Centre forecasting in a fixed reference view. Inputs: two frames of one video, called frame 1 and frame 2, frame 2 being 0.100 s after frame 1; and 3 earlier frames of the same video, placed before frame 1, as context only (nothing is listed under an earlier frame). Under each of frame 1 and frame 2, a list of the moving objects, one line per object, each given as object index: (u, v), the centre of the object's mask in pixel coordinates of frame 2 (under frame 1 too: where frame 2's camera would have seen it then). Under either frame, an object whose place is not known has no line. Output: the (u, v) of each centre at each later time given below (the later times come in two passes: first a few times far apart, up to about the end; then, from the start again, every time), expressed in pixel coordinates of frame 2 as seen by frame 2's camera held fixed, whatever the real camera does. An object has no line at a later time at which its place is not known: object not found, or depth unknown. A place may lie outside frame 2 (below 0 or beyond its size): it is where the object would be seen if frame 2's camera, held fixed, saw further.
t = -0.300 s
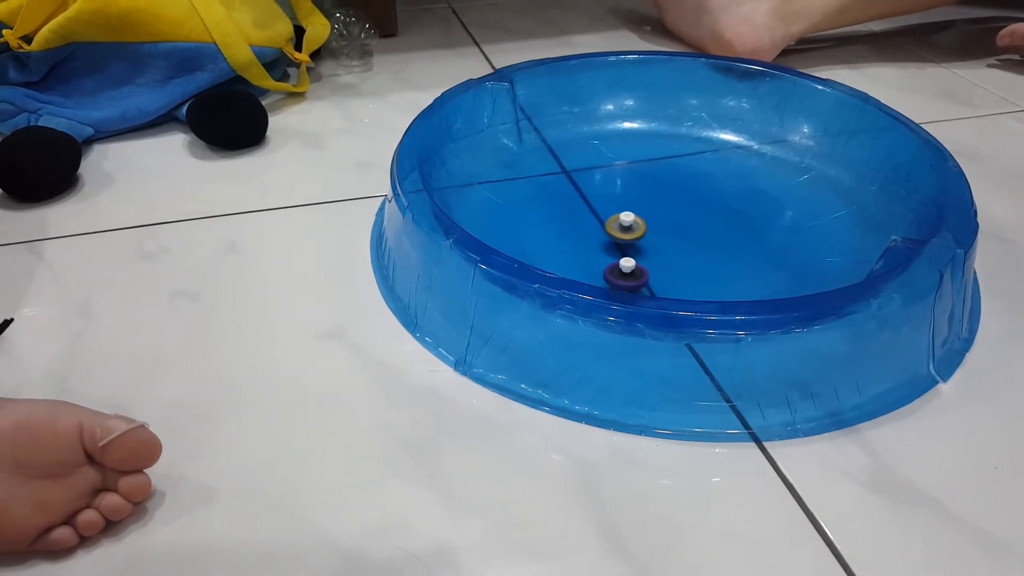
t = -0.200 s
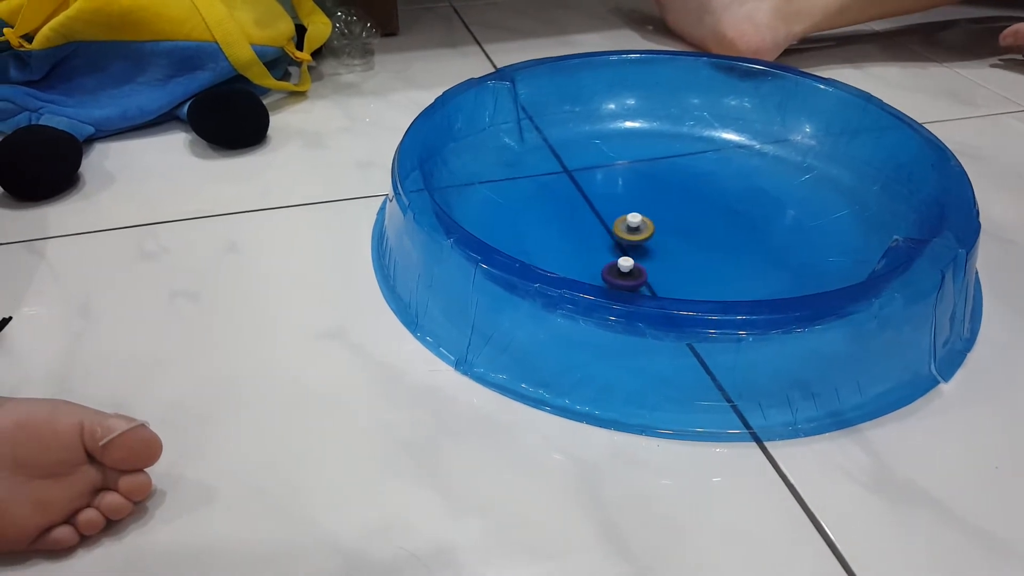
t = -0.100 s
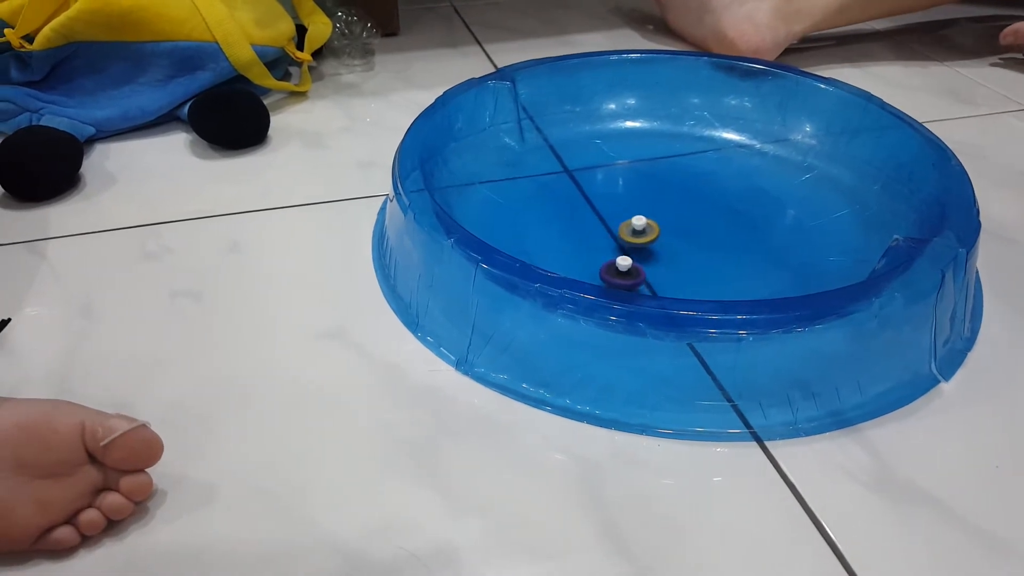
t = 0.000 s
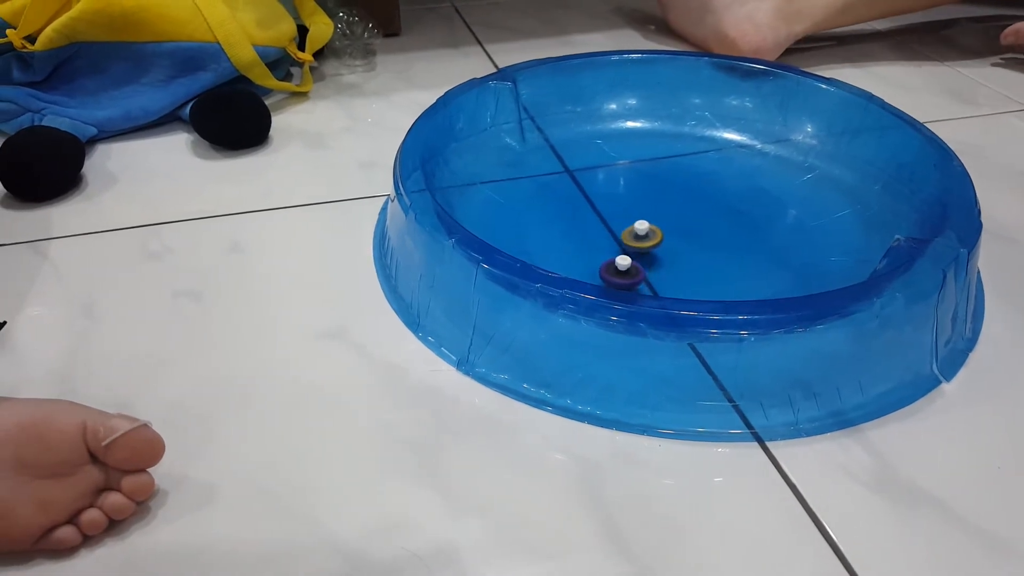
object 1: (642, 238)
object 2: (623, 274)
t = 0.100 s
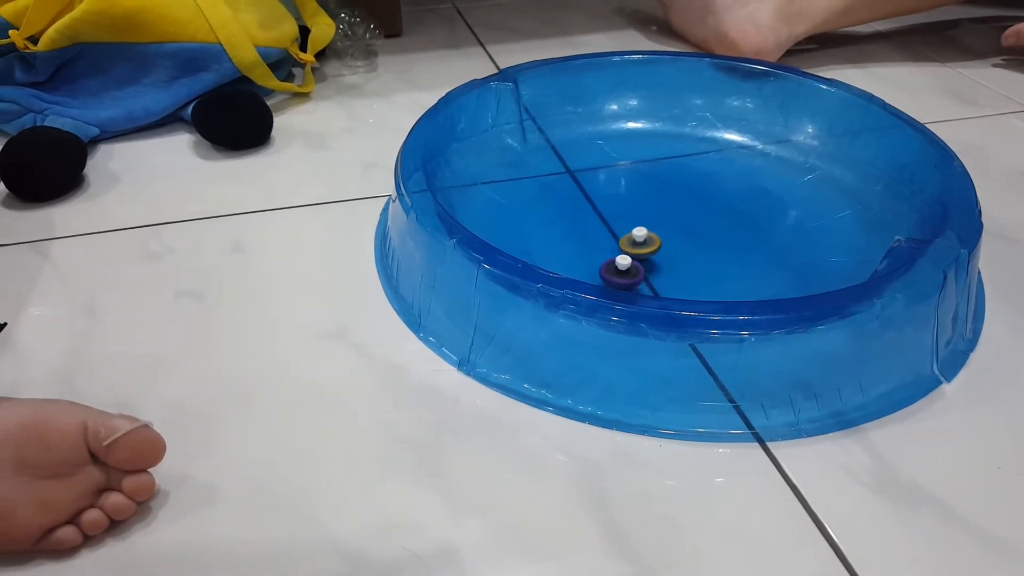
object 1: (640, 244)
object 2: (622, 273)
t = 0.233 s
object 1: (641, 244)
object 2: (614, 278)
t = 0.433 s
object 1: (645, 245)
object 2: (623, 282)
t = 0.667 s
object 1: (647, 253)
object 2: (629, 281)
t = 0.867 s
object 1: (641, 254)
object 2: (627, 281)
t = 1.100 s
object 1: (644, 253)
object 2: (629, 282)
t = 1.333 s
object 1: (648, 260)
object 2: (631, 283)
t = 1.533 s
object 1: (646, 258)
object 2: (637, 286)
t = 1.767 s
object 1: (656, 256)
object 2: (660, 288)
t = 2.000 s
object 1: (678, 234)
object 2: (662, 293)
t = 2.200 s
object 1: (711, 186)
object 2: (669, 291)
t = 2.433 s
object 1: (736, 188)
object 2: (668, 243)
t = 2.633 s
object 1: (726, 197)
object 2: (673, 207)
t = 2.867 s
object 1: (766, 207)
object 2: (644, 178)
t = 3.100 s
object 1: (758, 213)
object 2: (662, 156)
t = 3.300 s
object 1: (755, 203)
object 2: (689, 145)
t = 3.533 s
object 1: (770, 210)
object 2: (694, 155)
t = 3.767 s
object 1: (751, 203)
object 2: (694, 178)
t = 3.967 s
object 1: (759, 197)
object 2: (671, 190)
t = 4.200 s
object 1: (772, 207)
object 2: (635, 189)
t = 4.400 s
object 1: (752, 207)
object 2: (620, 179)
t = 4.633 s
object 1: (751, 198)
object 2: (631, 163)
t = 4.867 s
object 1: (776, 203)
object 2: (666, 153)
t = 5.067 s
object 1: (766, 207)
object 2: (705, 153)
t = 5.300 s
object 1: (754, 199)
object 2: (736, 165)
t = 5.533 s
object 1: (778, 209)
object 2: (747, 178)
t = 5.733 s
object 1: (815, 238)
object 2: (749, 178)
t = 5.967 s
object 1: (812, 239)
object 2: (754, 180)
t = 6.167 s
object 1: (812, 232)
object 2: (755, 181)
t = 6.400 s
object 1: (810, 233)
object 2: (757, 182)
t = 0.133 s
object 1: (639, 245)
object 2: (622, 273)
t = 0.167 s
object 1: (637, 246)
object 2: (622, 273)
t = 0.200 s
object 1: (639, 245)
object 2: (618, 276)
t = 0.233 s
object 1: (641, 244)
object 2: (614, 278)
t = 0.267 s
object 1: (642, 244)
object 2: (612, 279)
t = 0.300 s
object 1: (642, 244)
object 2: (613, 279)
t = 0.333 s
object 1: (643, 244)
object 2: (614, 279)
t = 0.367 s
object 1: (643, 244)
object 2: (618, 280)
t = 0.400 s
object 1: (644, 244)
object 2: (620, 281)
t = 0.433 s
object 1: (645, 245)
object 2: (623, 282)
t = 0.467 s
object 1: (646, 245)
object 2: (626, 282)
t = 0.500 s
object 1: (647, 247)
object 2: (628, 282)
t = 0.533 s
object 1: (648, 248)
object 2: (629, 282)
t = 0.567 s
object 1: (648, 248)
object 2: (630, 283)
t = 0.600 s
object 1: (648, 250)
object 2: (629, 282)
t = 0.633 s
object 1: (648, 252)
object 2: (629, 282)
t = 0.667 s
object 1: (647, 253)
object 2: (629, 281)
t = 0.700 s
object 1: (646, 254)
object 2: (629, 281)
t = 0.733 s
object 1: (645, 255)
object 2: (629, 280)
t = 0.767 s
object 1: (643, 255)
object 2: (629, 280)
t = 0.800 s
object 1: (642, 255)
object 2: (629, 280)
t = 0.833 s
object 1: (642, 254)
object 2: (627, 281)
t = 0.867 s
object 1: (641, 254)
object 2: (627, 281)
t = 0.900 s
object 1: (640, 253)
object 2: (627, 281)
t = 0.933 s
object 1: (640, 253)
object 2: (627, 281)
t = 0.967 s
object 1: (640, 253)
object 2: (628, 281)
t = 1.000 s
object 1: (641, 252)
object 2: (628, 281)
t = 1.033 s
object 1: (642, 252)
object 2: (629, 281)
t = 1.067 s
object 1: (643, 253)
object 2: (629, 282)
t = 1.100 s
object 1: (644, 253)
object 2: (629, 282)
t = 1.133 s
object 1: (645, 254)
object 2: (629, 282)
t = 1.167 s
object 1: (647, 255)
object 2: (629, 283)
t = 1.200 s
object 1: (647, 256)
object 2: (629, 283)
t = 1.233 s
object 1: (648, 256)
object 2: (630, 283)
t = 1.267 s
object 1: (649, 258)
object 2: (630, 283)
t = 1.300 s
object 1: (648, 259)
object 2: (630, 283)
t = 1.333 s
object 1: (648, 260)
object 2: (631, 283)
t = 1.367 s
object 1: (648, 260)
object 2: (631, 283)
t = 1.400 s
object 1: (646, 261)
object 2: (632, 283)
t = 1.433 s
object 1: (645, 261)
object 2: (633, 283)
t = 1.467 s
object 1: (644, 261)
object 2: (632, 283)
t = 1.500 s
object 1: (645, 260)
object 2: (633, 285)
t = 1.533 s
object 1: (646, 258)
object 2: (637, 286)
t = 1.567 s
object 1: (645, 256)
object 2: (640, 286)
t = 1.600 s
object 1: (646, 256)
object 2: (644, 287)
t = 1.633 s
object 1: (648, 256)
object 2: (647, 287)
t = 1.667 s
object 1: (649, 255)
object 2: (651, 288)
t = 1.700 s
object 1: (651, 256)
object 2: (654, 288)
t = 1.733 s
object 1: (653, 257)
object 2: (657, 288)
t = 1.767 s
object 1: (656, 256)
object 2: (660, 288)
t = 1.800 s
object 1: (659, 257)
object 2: (663, 288)
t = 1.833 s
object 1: (662, 258)
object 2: (666, 287)
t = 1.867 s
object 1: (663, 258)
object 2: (667, 287)
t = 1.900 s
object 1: (665, 258)
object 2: (667, 286)
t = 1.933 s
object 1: (667, 259)
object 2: (668, 286)
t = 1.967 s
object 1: (672, 251)
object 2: (666, 288)
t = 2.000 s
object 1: (678, 234)
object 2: (662, 293)
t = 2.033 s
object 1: (685, 220)
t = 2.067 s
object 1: (690, 209)
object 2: (662, 291)
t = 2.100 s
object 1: (696, 201)
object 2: (664, 291)
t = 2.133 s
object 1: (701, 194)
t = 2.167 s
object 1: (706, 190)
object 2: (666, 294)
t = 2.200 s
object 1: (711, 186)
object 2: (669, 291)
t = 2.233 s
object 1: (716, 183)
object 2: (670, 288)
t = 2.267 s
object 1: (721, 181)
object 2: (673, 282)
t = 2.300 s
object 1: (726, 180)
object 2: (676, 274)
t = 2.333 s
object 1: (730, 181)
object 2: (677, 264)
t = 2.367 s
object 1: (734, 182)
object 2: (674, 257)
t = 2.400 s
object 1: (736, 186)
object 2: (671, 250)
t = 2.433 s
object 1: (736, 188)
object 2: (668, 243)
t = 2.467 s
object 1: (736, 190)
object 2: (666, 236)
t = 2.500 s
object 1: (736, 191)
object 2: (665, 230)
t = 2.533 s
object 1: (734, 193)
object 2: (665, 224)
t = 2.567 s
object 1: (732, 195)
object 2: (667, 218)
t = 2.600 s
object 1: (729, 196)
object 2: (669, 213)
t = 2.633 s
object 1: (726, 197)
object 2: (673, 207)
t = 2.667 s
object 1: (722, 197)
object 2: (677, 202)
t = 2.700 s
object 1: (728, 197)
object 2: (674, 196)
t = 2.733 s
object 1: (745, 198)
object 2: (661, 191)
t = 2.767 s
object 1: (755, 200)
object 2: (652, 187)
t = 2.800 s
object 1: (762, 202)
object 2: (646, 183)
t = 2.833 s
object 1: (765, 205)
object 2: (644, 180)
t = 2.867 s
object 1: (766, 207)
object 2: (644, 178)
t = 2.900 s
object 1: (767, 208)
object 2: (644, 175)
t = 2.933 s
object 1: (768, 210)
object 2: (645, 171)
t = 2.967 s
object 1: (769, 211)
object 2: (648, 168)
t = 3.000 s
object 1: (768, 213)
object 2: (650, 165)
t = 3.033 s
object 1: (765, 214)
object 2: (654, 162)
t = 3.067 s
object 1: (762, 214)
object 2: (658, 159)
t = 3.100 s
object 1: (758, 213)
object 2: (662, 156)
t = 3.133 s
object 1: (755, 212)
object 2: (667, 154)
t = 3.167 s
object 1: (753, 210)
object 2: (673, 152)
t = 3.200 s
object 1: (752, 208)
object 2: (678, 149)
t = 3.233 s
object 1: (751, 206)
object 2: (684, 147)
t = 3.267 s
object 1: (753, 204)
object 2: (687, 146)
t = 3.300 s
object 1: (755, 203)
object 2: (689, 145)
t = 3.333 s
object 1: (759, 201)
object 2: (689, 145)
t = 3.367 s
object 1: (763, 202)
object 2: (689, 145)
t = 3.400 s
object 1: (766, 203)
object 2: (689, 145)
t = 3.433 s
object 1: (769, 204)
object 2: (689, 147)
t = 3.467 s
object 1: (770, 206)
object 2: (689, 149)
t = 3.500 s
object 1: (770, 209)
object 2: (691, 152)
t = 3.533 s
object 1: (770, 210)
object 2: (694, 155)
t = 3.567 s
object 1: (770, 210)
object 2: (696, 158)
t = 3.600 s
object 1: (769, 211)
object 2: (697, 162)
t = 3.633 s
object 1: (766, 210)
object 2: (698, 165)
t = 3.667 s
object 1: (762, 210)
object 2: (698, 169)
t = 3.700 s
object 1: (758, 208)
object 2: (697, 172)
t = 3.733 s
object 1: (753, 205)
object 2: (696, 175)
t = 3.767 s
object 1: (751, 203)
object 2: (694, 178)
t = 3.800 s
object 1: (749, 201)
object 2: (692, 181)
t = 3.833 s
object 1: (750, 200)
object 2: (689, 183)
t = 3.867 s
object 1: (750, 199)
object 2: (685, 185)
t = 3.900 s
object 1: (752, 198)
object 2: (681, 187)
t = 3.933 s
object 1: (755, 197)
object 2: (676, 189)
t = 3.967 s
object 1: (759, 197)
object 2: (671, 190)
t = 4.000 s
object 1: (763, 197)
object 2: (666, 191)
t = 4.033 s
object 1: (766, 198)
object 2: (660, 192)
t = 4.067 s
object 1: (770, 199)
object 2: (654, 192)
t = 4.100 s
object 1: (772, 201)
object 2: (649, 192)
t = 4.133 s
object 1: (773, 204)
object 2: (645, 191)
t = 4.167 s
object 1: (773, 206)
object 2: (640, 191)
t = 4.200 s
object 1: (772, 207)
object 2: (635, 189)
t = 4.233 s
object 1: (771, 208)
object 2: (631, 188)
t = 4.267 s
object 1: (768, 209)
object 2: (627, 187)
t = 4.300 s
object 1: (764, 209)
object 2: (624, 185)
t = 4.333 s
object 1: (760, 209)
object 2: (623, 183)
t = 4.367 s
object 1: (755, 208)
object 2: (621, 181)
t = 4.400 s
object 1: (752, 207)
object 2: (620, 179)
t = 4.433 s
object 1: (749, 206)
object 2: (619, 177)
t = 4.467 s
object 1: (747, 205)
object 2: (619, 174)
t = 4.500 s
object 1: (745, 203)
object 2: (620, 172)
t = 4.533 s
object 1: (746, 201)
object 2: (622, 170)
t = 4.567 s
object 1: (747, 200)
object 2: (624, 168)
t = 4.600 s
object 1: (749, 198)
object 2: (627, 165)
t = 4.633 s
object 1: (751, 198)
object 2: (631, 163)
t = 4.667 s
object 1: (755, 196)
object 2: (635, 161)
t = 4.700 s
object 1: (760, 197)
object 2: (639, 159)
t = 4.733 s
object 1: (765, 197)
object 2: (644, 157)
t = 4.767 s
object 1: (770, 199)
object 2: (648, 156)
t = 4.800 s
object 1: (773, 200)
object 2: (655, 155)
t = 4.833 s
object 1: (775, 202)
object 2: (660, 154)
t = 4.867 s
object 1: (776, 203)
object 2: (666, 153)
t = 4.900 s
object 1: (776, 204)
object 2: (672, 152)
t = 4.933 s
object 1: (776, 206)
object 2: (679, 152)
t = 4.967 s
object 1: (775, 206)
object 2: (685, 152)
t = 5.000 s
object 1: (773, 207)
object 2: (692, 152)
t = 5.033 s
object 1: (770, 207)
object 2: (698, 152)
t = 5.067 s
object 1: (766, 207)
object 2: (705, 153)
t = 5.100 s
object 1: (763, 207)
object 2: (711, 154)
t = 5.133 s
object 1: (759, 206)
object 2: (714, 155)
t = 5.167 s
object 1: (756, 205)
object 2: (717, 156)
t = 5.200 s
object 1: (755, 203)
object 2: (722, 157)
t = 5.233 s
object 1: (754, 202)
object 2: (728, 160)
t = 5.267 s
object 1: (753, 200)
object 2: (732, 162)
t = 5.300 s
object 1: (754, 199)
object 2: (736, 165)
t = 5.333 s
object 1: (756, 198)
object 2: (739, 168)
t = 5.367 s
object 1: (758, 197)
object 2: (742, 170)
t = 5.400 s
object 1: (761, 196)
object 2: (744, 173)
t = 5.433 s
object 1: (765, 196)
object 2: (745, 175)
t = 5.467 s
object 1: (769, 199)
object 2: (746, 177)
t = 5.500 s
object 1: (774, 205)
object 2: (747, 177)
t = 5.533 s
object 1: (778, 209)
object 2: (747, 178)
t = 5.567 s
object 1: (783, 213)
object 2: (748, 178)
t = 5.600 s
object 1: (787, 217)
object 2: (747, 178)
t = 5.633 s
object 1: (792, 223)
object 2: (747, 178)
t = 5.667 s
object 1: (799, 228)
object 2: (748, 178)
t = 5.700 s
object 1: (806, 234)
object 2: (749, 178)
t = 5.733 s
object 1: (815, 238)
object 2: (749, 178)
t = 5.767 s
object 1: (821, 241)
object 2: (750, 178)
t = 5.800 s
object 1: (824, 242)
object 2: (750, 178)
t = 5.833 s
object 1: (825, 242)
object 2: (751, 179)
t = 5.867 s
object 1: (823, 242)
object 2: (752, 179)
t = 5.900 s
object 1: (819, 242)
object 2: (753, 179)
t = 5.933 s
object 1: (815, 241)
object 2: (754, 180)
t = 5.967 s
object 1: (812, 239)
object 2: (754, 180)
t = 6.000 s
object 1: (810, 236)
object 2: (755, 180)
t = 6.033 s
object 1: (810, 235)
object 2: (755, 181)
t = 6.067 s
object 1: (810, 234)
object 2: (755, 181)
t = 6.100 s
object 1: (810, 233)
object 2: (755, 181)
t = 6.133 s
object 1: (811, 232)
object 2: (755, 182)
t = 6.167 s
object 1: (812, 232)
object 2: (755, 181)
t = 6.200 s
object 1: (812, 232)
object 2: (755, 181)
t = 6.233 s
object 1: (811, 232)
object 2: (755, 182)
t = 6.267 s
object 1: (810, 233)
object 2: (755, 182)
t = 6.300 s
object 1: (809, 233)
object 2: (755, 181)
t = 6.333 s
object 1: (809, 233)
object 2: (756, 182)
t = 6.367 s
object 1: (810, 233)
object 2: (756, 182)
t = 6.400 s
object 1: (810, 233)
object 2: (757, 182)
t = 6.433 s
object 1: (809, 233)
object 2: (758, 182)
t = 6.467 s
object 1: (809, 233)
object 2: (758, 182)
